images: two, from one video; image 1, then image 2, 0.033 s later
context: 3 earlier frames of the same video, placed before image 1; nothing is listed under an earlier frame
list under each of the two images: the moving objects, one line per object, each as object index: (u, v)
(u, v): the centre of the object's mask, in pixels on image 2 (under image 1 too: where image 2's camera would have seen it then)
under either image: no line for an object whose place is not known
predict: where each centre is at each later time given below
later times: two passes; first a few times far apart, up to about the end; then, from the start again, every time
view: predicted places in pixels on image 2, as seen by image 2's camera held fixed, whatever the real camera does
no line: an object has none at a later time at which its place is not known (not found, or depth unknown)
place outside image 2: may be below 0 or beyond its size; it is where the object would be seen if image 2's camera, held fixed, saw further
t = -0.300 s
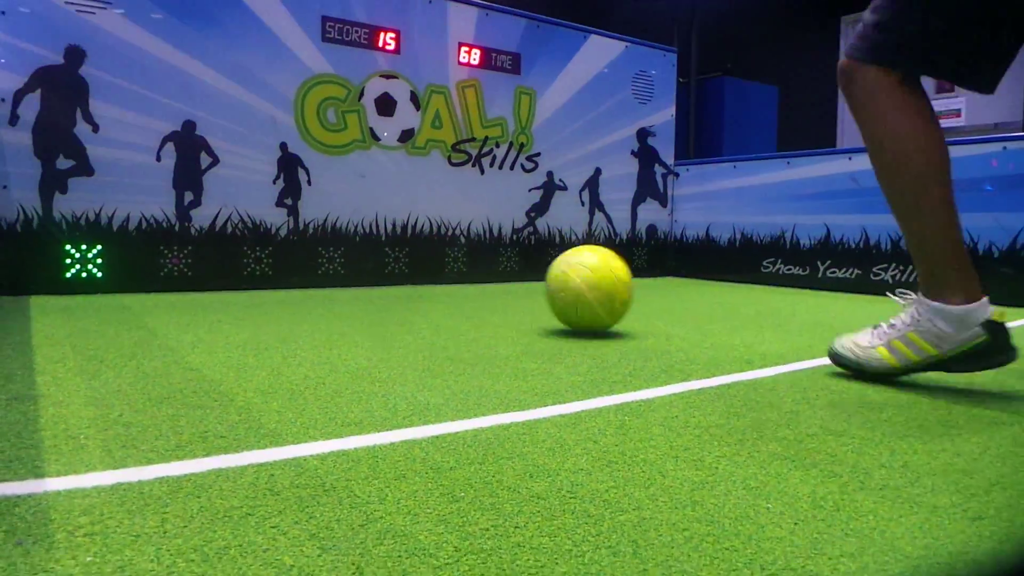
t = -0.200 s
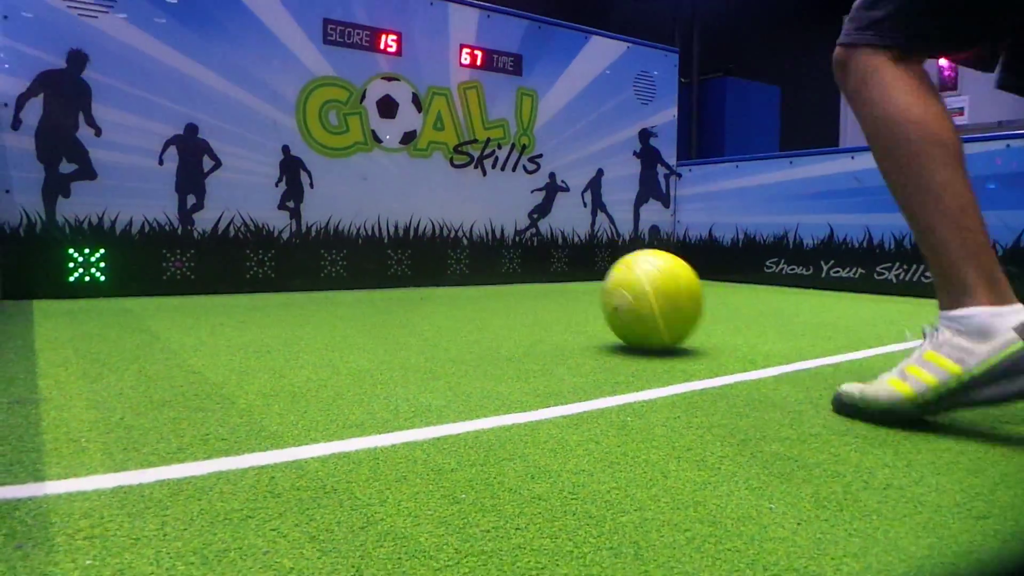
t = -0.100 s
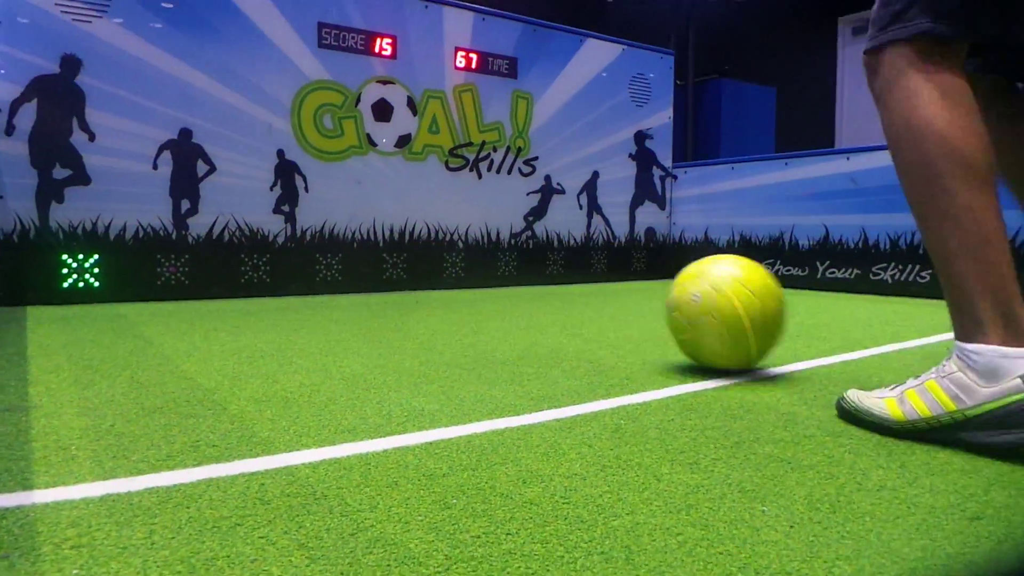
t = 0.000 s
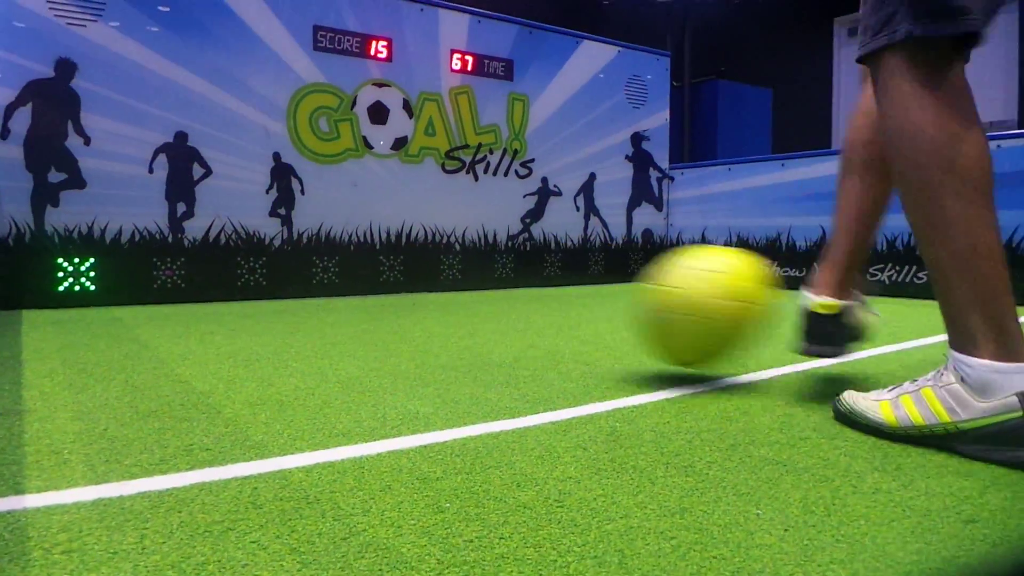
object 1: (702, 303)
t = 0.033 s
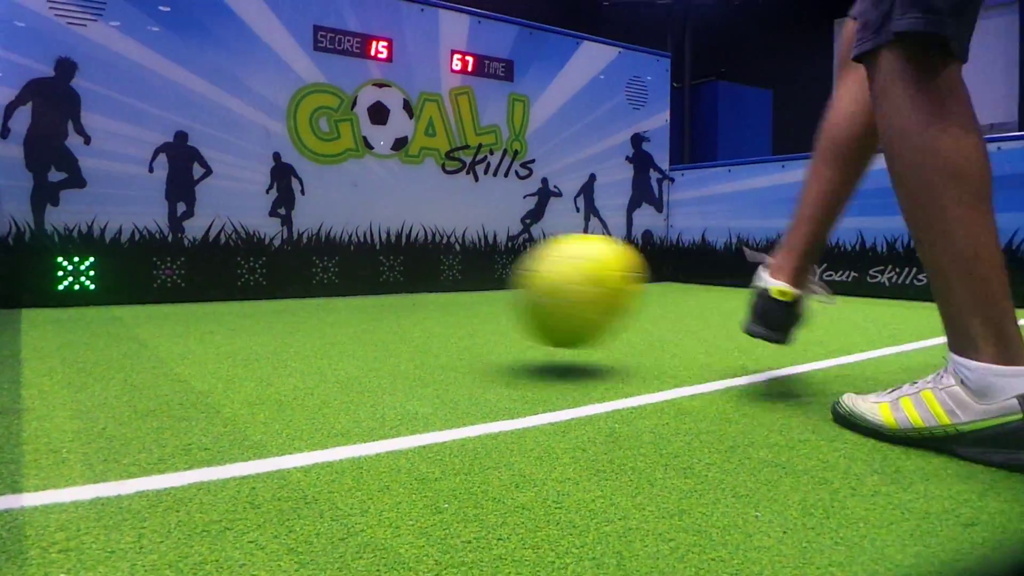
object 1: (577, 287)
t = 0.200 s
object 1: (153, 286)
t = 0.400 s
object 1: (75, 276)
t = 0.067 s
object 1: (466, 278)
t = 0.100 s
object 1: (370, 275)
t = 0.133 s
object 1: (287, 275)
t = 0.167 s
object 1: (215, 280)
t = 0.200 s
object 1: (153, 286)
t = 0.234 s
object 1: (107, 277)
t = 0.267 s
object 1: (66, 270)
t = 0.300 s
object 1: (29, 267)
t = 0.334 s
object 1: (38, 266)
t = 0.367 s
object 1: (55, 269)
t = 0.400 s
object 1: (75, 276)
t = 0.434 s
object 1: (95, 285)
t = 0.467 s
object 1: (109, 280)
